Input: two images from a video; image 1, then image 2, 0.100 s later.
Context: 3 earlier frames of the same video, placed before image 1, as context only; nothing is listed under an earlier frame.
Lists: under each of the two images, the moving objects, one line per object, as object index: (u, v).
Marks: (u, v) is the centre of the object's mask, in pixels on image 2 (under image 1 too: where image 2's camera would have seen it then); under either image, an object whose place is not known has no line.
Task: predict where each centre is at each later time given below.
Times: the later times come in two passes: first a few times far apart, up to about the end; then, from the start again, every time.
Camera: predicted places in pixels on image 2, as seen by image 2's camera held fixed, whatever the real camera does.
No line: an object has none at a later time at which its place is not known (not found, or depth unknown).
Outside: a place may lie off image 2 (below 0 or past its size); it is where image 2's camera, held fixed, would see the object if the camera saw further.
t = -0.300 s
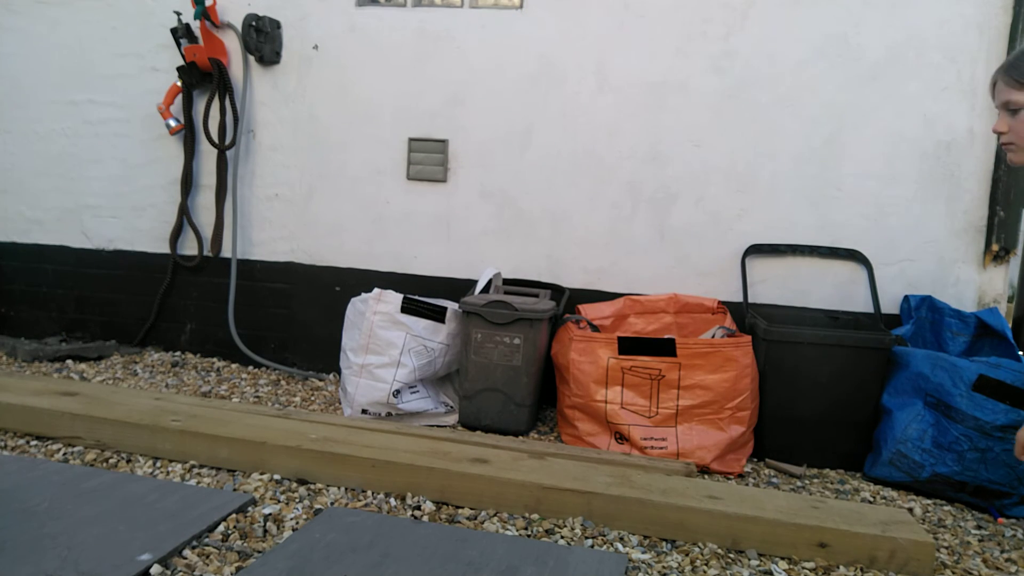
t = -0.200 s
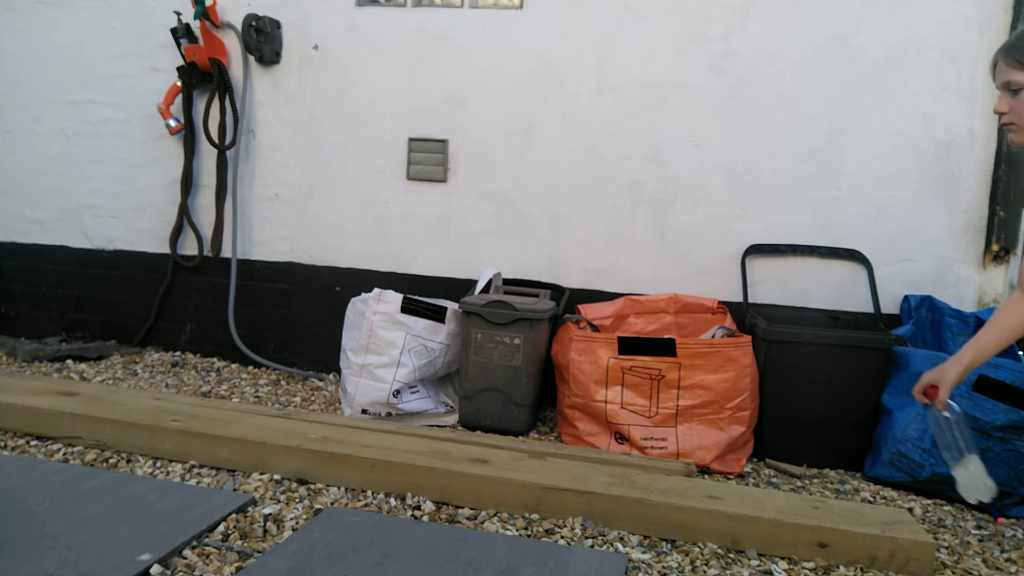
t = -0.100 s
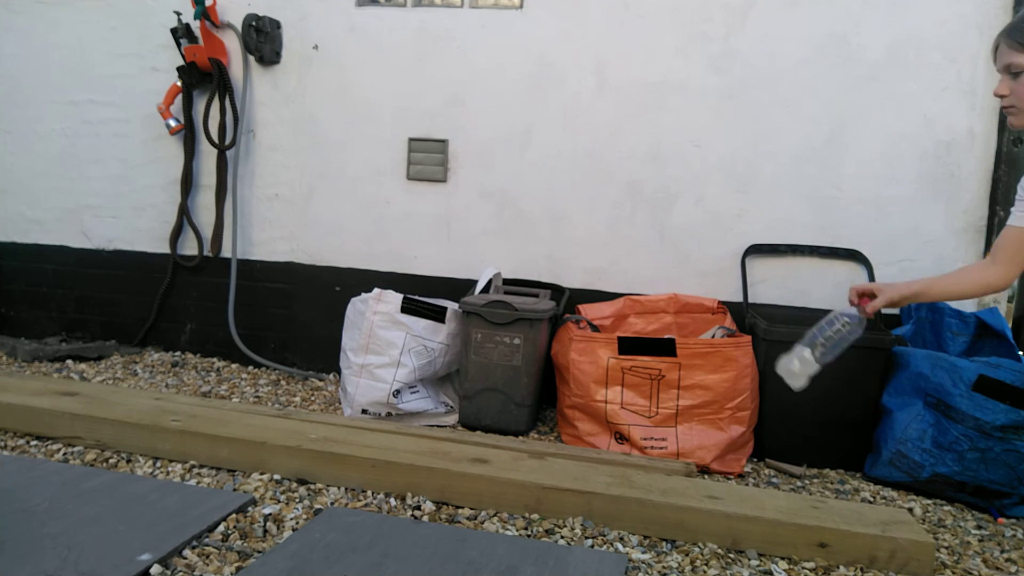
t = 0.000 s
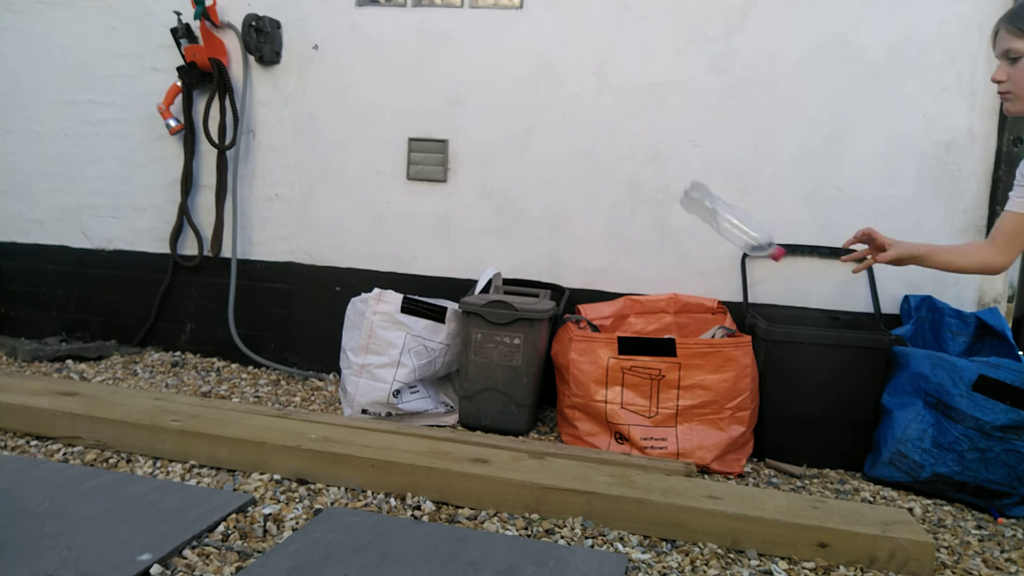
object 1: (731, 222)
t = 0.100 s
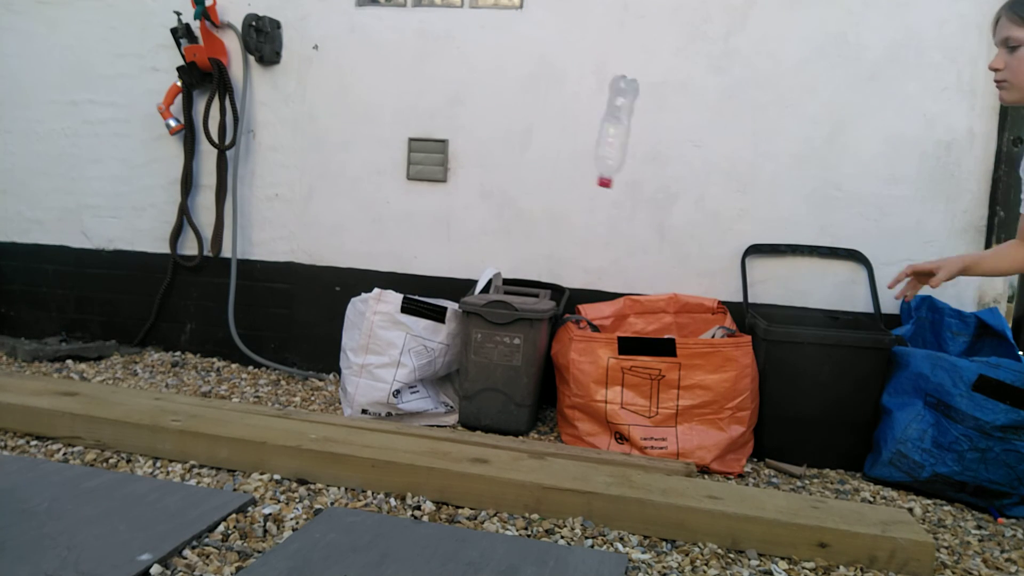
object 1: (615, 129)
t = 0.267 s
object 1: (472, 60)
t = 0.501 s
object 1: (304, 194)
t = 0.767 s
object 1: (162, 391)
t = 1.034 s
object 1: (141, 391)
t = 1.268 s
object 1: (144, 390)
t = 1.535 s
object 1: (145, 390)
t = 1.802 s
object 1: (143, 391)
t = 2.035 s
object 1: (141, 391)
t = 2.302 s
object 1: (141, 391)
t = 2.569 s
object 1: (141, 391)
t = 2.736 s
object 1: (142, 391)
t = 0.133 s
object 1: (581, 104)
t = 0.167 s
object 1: (551, 83)
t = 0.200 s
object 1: (523, 69)
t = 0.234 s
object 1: (497, 61)
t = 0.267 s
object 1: (472, 60)
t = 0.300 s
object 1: (447, 65)
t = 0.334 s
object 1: (423, 75)
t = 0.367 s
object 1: (399, 91)
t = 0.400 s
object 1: (374, 111)
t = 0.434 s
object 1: (350, 135)
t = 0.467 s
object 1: (327, 163)
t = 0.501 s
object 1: (304, 194)
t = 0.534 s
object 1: (281, 229)
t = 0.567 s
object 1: (259, 268)
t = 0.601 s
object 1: (238, 309)
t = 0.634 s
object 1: (217, 351)
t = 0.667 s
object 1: (197, 374)
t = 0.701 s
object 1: (184, 382)
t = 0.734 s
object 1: (172, 392)
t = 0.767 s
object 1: (162, 391)
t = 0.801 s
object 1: (155, 388)
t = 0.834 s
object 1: (149, 389)
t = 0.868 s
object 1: (141, 392)
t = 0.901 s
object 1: (139, 392)
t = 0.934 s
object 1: (140, 392)
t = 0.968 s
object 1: (141, 391)
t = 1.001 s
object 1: (141, 391)
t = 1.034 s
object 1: (141, 391)
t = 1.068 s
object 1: (142, 390)
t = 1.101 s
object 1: (141, 390)
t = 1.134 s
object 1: (142, 390)
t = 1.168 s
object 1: (143, 390)
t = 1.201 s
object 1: (143, 390)
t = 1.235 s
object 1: (144, 390)
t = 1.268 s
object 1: (144, 390)
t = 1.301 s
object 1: (144, 390)
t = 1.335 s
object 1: (145, 390)
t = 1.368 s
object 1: (145, 390)
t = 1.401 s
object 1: (145, 390)
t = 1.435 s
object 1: (145, 390)
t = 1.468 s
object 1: (145, 390)
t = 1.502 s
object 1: (145, 390)
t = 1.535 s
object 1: (145, 390)
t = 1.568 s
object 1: (145, 390)
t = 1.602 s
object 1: (144, 390)
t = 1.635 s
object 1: (144, 390)
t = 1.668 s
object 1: (145, 390)
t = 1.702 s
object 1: (144, 390)
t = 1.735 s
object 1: (144, 390)
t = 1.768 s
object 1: (144, 391)
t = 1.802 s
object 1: (143, 391)
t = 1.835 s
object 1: (142, 391)
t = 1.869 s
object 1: (142, 391)
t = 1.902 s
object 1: (142, 391)
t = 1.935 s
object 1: (142, 391)
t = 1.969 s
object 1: (142, 391)
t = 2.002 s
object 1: (142, 391)
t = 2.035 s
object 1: (141, 391)
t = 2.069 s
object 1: (141, 391)
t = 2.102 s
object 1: (141, 391)
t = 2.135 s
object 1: (141, 391)
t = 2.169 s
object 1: (141, 391)
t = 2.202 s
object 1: (141, 391)
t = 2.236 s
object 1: (141, 391)
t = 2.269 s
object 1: (141, 391)
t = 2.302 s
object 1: (141, 391)
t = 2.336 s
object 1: (141, 391)
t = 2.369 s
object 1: (141, 391)
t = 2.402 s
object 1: (141, 391)
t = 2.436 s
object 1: (141, 391)
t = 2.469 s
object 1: (141, 391)
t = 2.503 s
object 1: (141, 391)
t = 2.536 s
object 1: (141, 391)
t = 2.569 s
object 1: (141, 391)
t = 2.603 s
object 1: (141, 391)
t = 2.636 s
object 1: (142, 391)
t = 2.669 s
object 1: (141, 391)
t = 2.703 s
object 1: (141, 391)
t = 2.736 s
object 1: (142, 391)
